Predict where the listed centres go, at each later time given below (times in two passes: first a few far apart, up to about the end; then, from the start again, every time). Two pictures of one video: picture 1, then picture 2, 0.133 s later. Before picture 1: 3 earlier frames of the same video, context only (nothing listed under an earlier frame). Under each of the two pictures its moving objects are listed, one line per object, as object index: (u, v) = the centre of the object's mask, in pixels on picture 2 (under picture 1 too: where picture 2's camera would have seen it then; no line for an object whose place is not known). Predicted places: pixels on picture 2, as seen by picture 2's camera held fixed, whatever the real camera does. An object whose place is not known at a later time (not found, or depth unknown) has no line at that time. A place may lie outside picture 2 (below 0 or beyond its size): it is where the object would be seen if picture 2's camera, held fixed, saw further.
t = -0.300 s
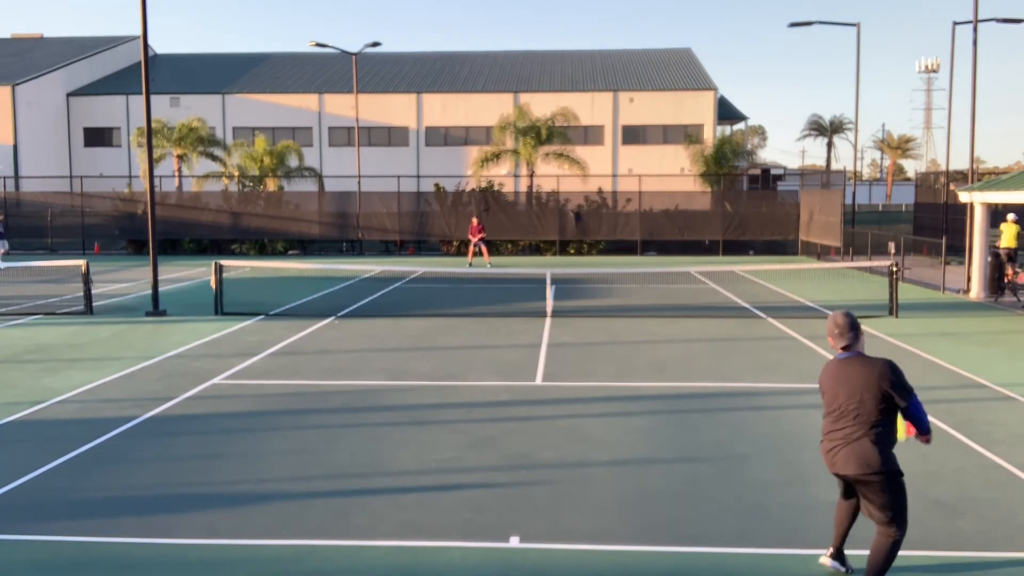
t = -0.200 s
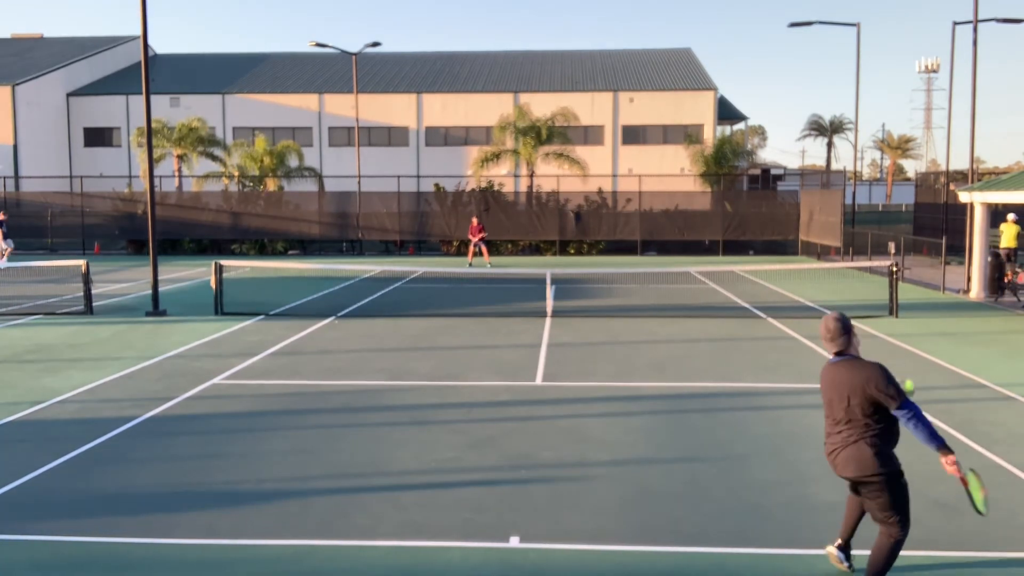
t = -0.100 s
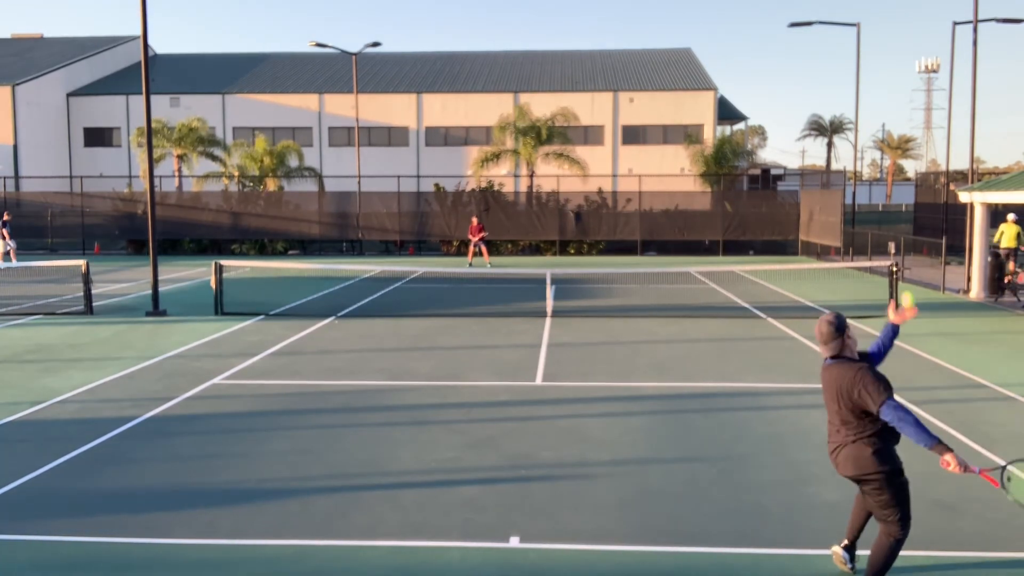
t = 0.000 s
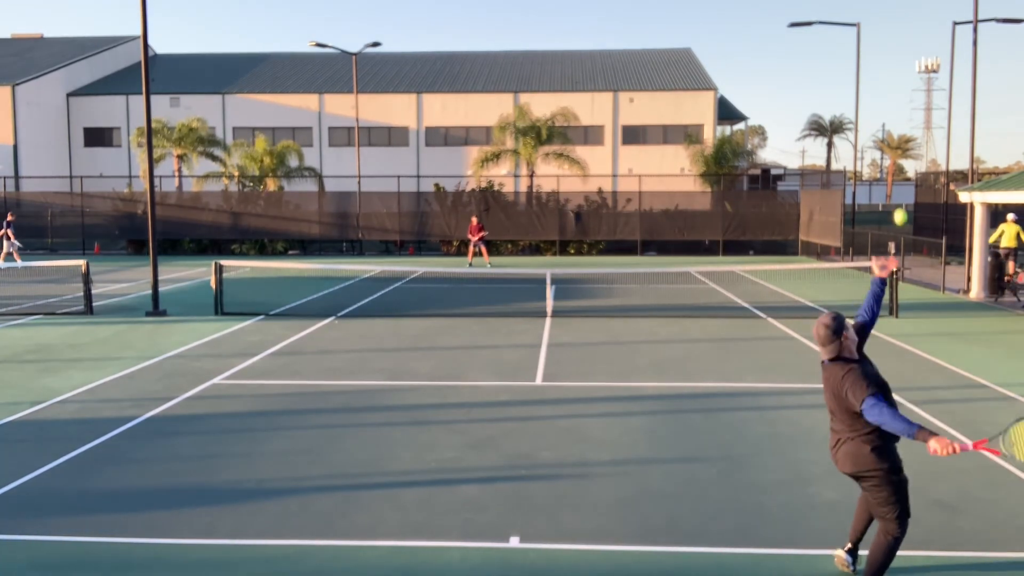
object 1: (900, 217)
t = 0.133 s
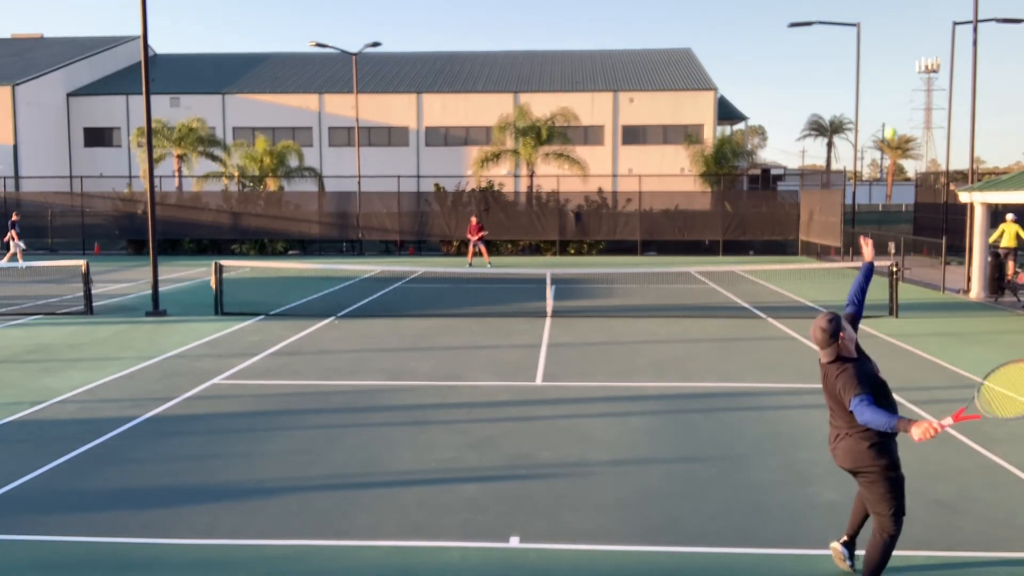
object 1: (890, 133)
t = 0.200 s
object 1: (885, 102)
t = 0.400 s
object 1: (869, 57)
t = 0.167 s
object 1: (887, 117)
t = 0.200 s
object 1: (885, 102)
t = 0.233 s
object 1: (882, 90)
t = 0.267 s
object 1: (880, 79)
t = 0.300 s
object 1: (877, 71)
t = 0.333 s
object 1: (875, 65)
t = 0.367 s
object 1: (872, 60)
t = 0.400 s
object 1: (869, 57)
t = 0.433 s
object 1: (867, 56)
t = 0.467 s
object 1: (863, 57)
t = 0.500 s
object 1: (861, 60)
